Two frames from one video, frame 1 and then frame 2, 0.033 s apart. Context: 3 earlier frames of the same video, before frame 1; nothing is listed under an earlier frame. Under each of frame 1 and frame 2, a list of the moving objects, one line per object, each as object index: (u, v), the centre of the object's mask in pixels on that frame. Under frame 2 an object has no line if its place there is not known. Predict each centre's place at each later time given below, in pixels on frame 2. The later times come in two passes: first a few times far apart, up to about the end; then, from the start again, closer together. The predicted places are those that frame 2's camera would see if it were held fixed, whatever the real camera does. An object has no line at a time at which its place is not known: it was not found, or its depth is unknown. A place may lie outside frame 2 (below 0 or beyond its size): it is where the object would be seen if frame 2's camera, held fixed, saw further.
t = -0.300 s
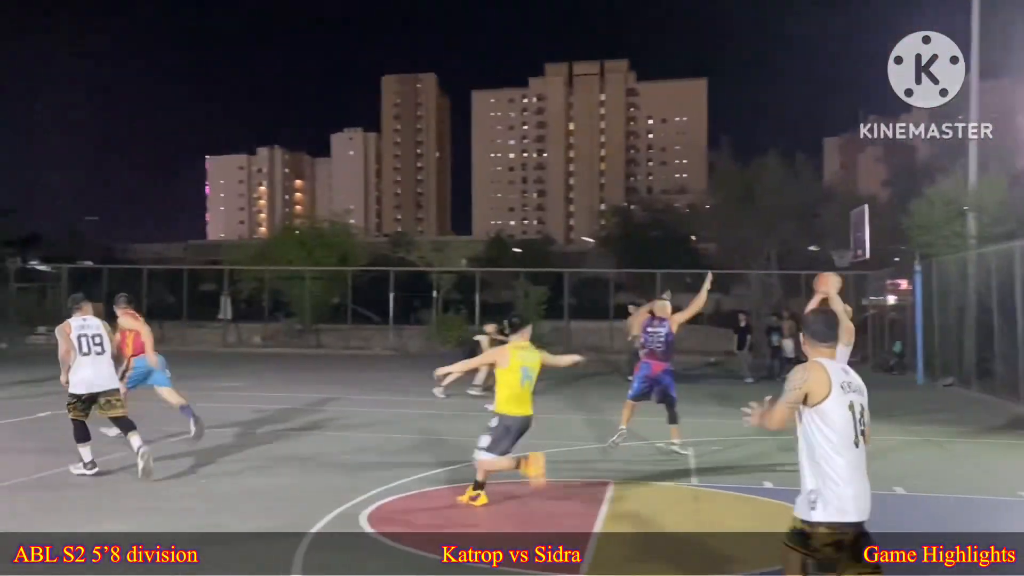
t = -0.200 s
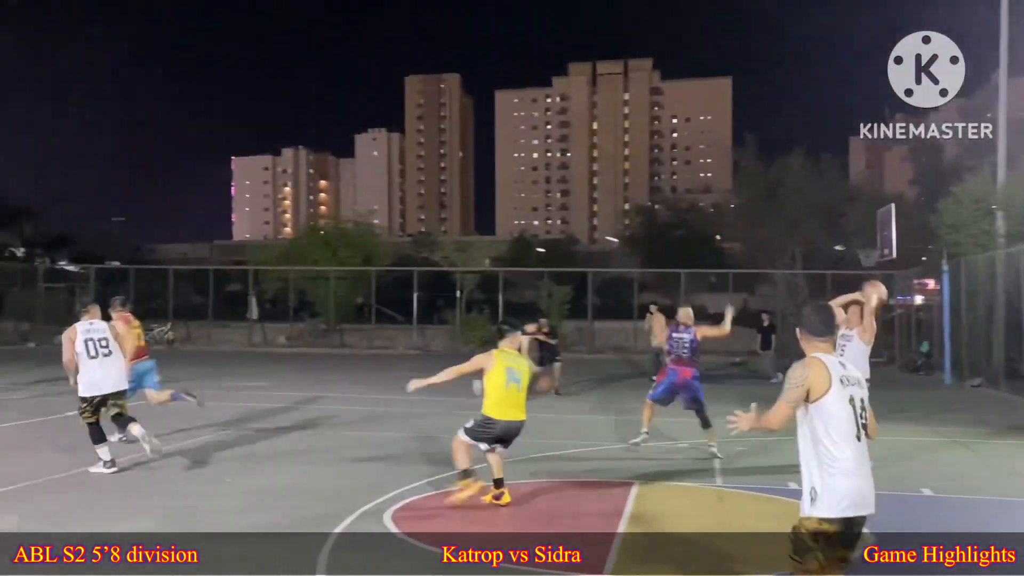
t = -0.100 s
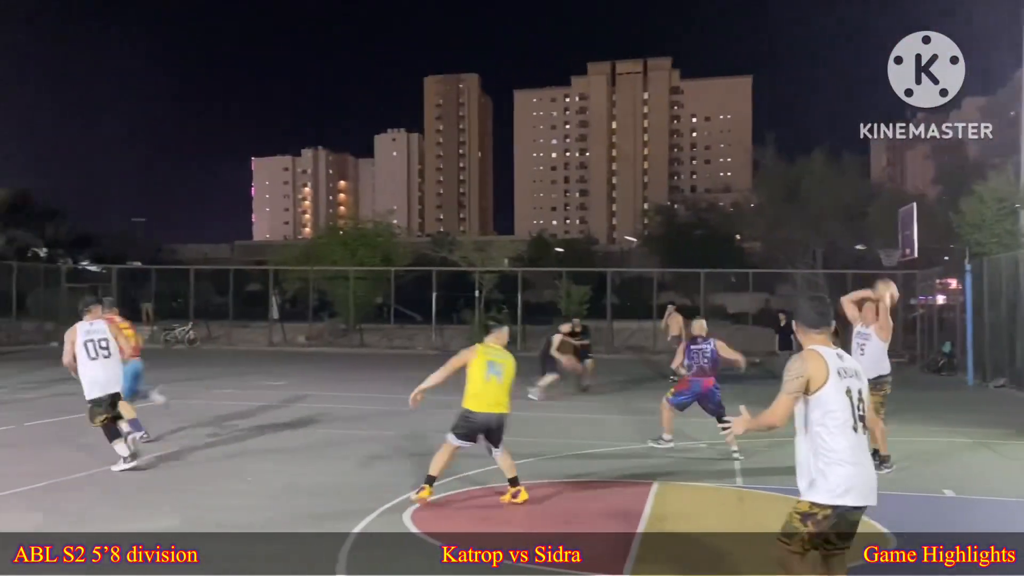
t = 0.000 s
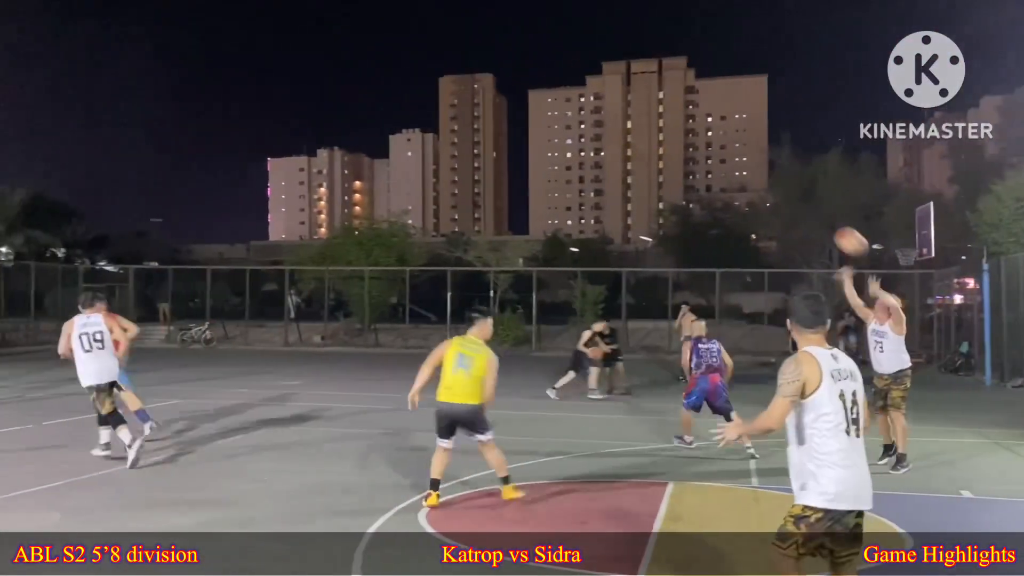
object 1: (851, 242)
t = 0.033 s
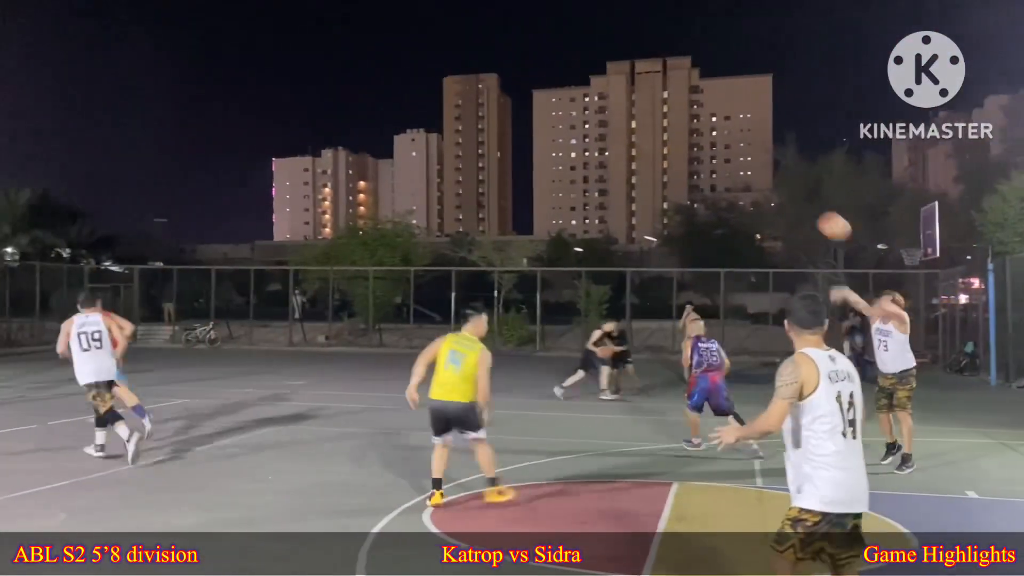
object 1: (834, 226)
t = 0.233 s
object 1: (685, 147)
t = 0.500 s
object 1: (432, 86)
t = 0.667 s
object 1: (225, 86)
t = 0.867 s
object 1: (-105, 150)
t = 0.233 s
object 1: (685, 147)
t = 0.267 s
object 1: (656, 136)
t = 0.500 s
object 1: (432, 86)
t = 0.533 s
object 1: (396, 83)
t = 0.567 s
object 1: (356, 81)
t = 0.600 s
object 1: (314, 81)
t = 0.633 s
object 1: (272, 83)
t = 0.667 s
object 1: (225, 86)
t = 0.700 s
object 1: (177, 92)
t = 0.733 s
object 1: (129, 99)
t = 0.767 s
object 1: (75, 108)
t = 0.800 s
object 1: (17, 119)
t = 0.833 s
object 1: (-39, 133)
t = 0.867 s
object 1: (-105, 150)
